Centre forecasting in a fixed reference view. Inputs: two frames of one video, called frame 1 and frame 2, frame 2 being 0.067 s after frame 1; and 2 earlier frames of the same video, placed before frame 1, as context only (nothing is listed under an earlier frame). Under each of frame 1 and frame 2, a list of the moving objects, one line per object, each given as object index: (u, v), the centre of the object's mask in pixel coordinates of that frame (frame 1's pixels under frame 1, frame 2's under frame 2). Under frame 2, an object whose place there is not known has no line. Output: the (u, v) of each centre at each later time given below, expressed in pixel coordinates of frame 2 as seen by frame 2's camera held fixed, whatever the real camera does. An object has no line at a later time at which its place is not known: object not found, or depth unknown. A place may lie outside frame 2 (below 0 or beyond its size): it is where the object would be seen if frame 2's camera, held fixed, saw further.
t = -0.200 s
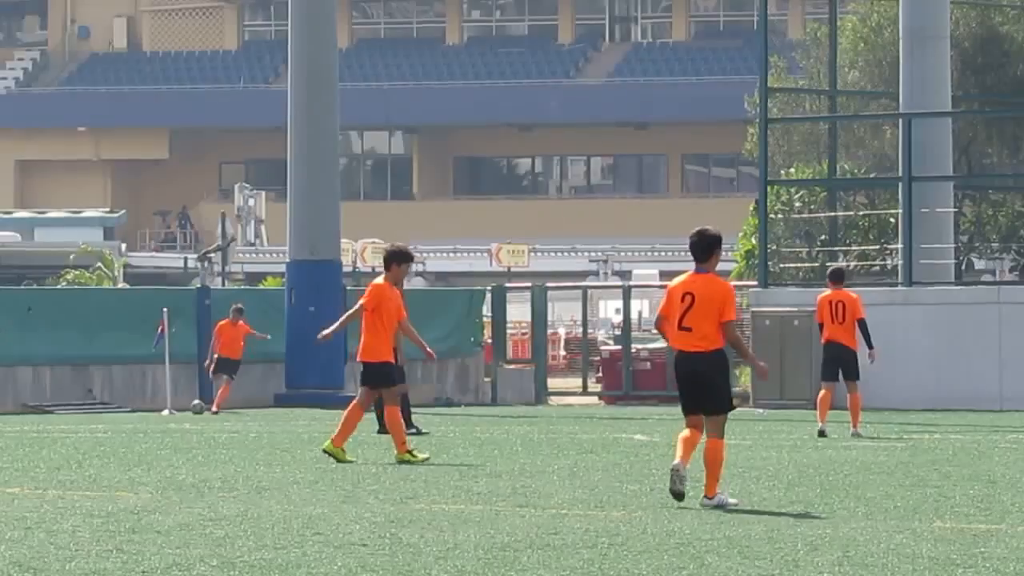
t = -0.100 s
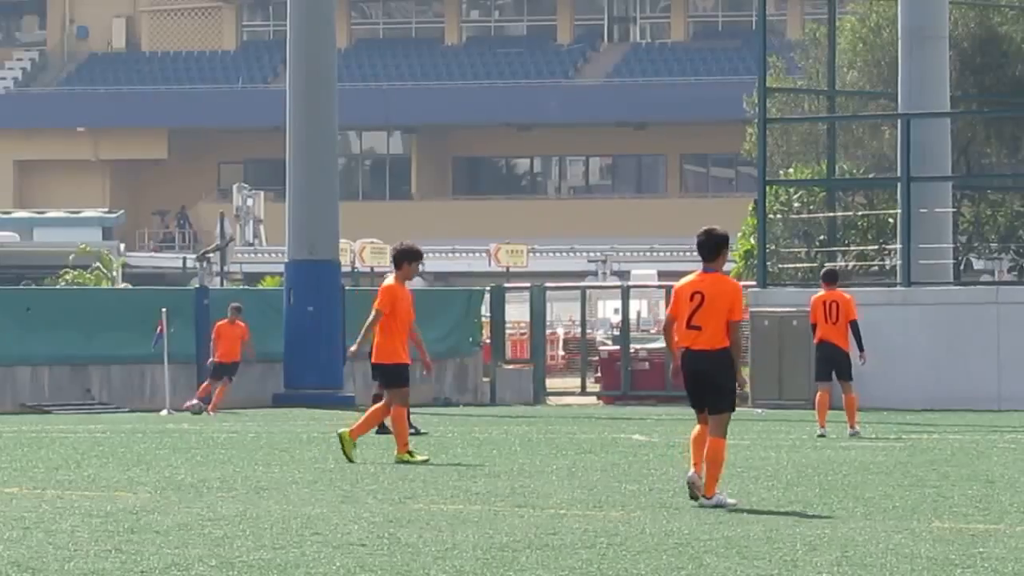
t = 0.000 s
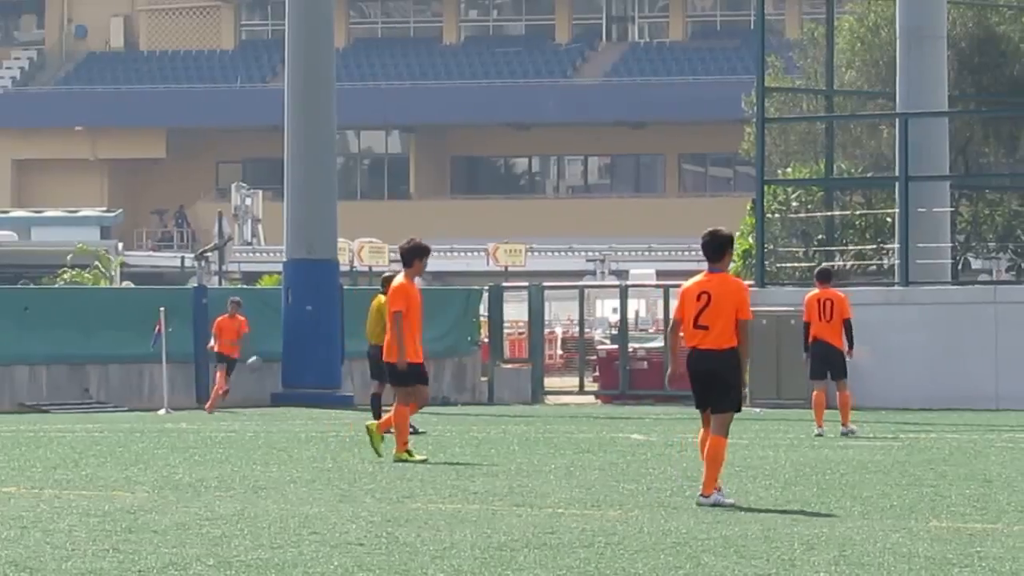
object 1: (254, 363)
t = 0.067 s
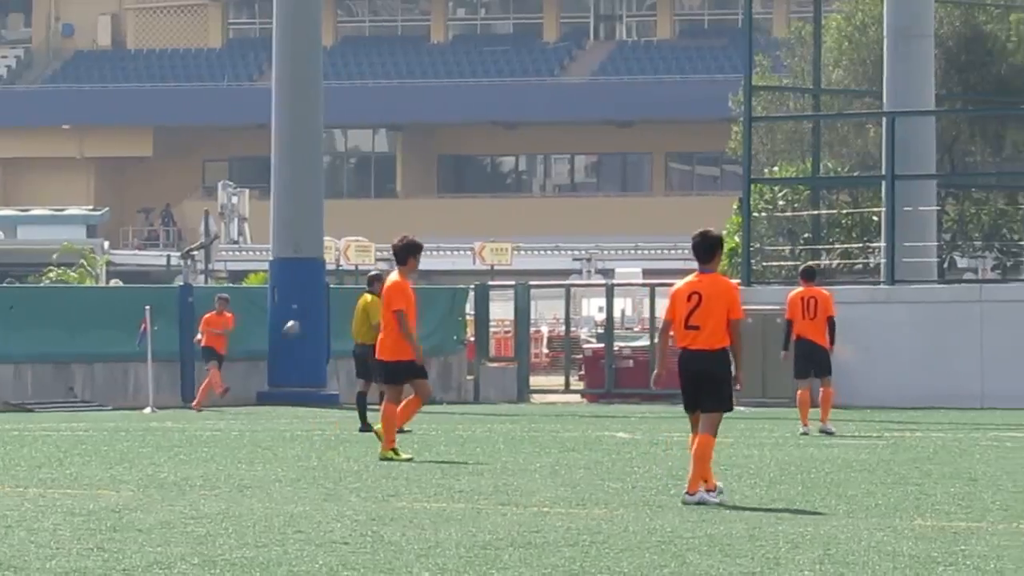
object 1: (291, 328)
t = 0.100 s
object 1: (315, 311)
